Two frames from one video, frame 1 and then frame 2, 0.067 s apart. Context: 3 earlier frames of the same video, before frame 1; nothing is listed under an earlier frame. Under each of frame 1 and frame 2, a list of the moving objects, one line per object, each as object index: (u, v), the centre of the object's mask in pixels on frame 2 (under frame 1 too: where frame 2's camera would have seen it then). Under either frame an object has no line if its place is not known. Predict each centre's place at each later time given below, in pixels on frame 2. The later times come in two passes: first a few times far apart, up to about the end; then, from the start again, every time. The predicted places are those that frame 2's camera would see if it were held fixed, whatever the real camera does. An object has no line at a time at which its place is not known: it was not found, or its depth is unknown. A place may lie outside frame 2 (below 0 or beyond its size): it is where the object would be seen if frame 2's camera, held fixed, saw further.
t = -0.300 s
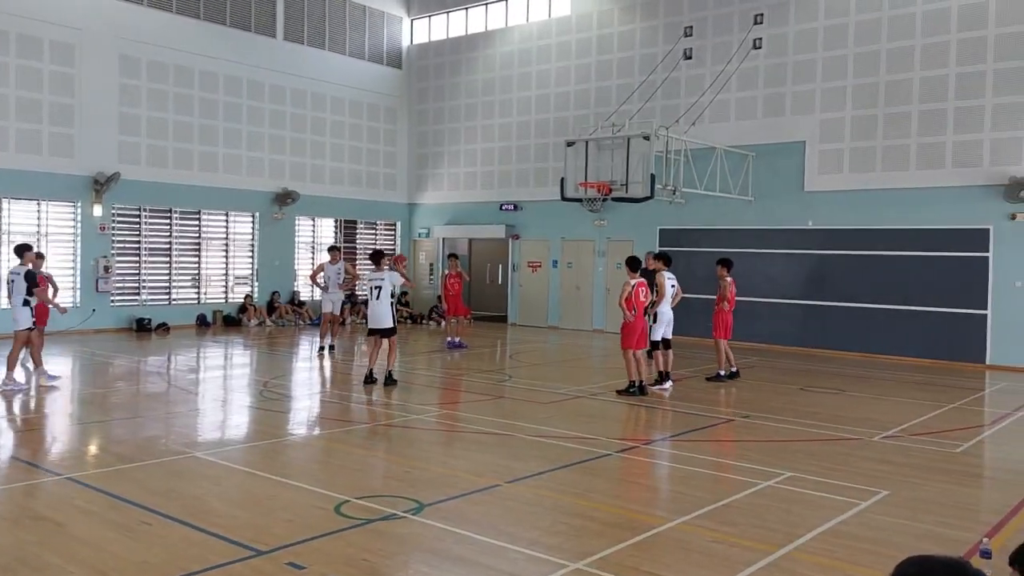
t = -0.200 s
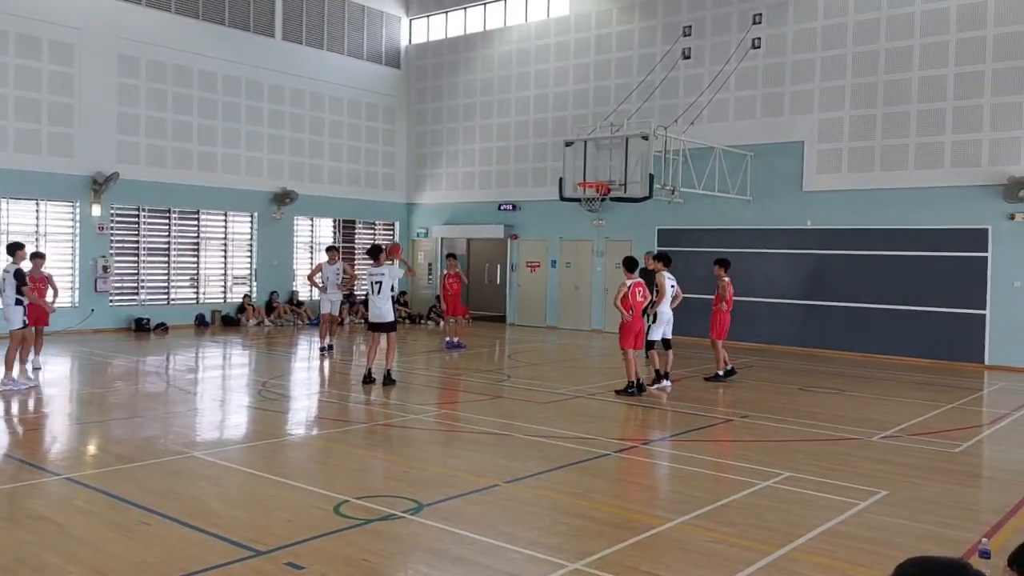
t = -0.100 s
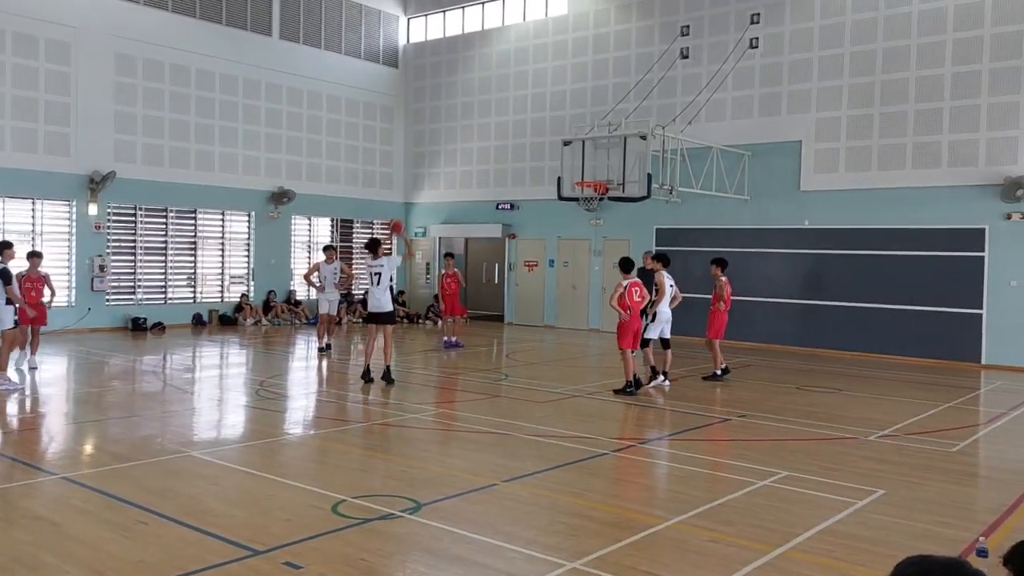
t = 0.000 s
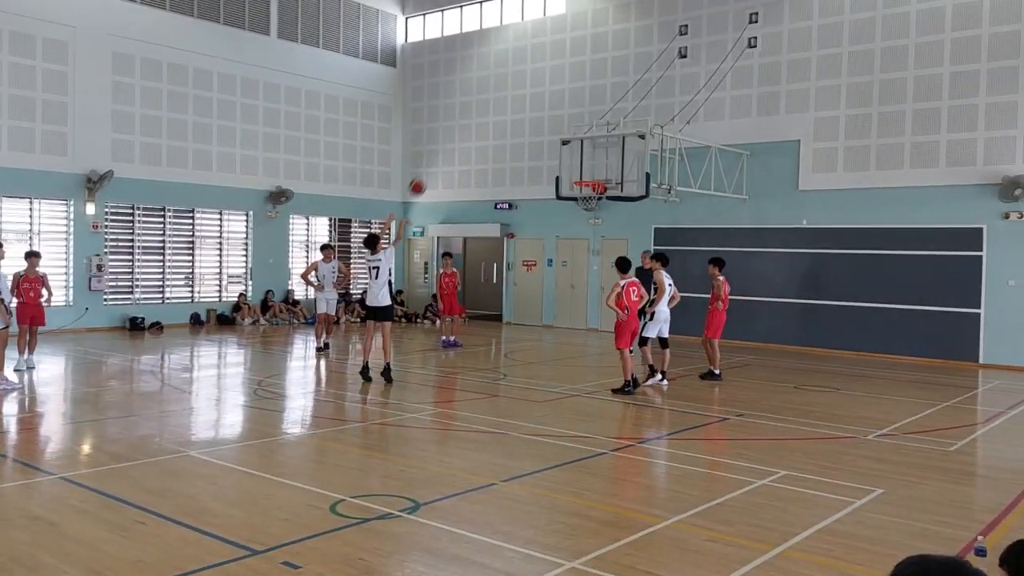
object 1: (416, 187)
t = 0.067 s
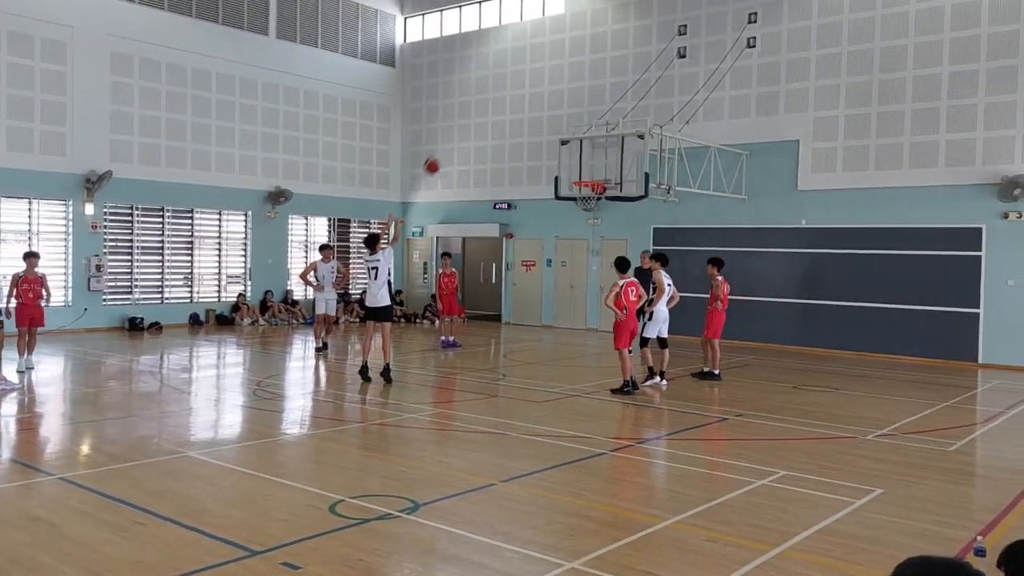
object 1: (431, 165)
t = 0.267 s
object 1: (474, 122)
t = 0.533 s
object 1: (525, 109)
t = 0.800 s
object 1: (566, 139)
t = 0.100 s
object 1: (439, 156)
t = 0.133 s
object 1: (446, 148)
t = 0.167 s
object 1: (454, 140)
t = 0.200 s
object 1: (461, 133)
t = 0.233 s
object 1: (468, 127)
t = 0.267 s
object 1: (474, 122)
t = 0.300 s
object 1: (481, 118)
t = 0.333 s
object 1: (488, 114)
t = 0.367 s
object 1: (494, 112)
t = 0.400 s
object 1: (501, 109)
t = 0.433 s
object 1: (507, 108)
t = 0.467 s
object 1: (513, 108)
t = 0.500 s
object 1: (519, 108)
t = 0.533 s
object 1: (525, 109)
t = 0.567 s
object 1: (530, 110)
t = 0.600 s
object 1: (536, 112)
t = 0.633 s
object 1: (541, 115)
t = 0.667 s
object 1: (547, 118)
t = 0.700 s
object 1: (553, 122)
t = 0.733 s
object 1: (557, 127)
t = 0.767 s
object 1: (562, 132)
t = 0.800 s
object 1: (566, 139)
